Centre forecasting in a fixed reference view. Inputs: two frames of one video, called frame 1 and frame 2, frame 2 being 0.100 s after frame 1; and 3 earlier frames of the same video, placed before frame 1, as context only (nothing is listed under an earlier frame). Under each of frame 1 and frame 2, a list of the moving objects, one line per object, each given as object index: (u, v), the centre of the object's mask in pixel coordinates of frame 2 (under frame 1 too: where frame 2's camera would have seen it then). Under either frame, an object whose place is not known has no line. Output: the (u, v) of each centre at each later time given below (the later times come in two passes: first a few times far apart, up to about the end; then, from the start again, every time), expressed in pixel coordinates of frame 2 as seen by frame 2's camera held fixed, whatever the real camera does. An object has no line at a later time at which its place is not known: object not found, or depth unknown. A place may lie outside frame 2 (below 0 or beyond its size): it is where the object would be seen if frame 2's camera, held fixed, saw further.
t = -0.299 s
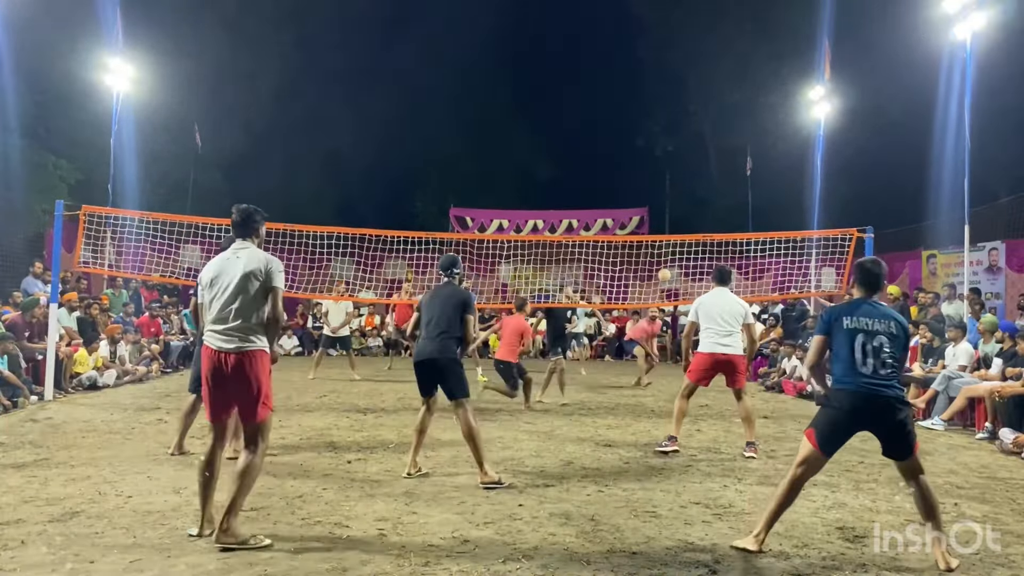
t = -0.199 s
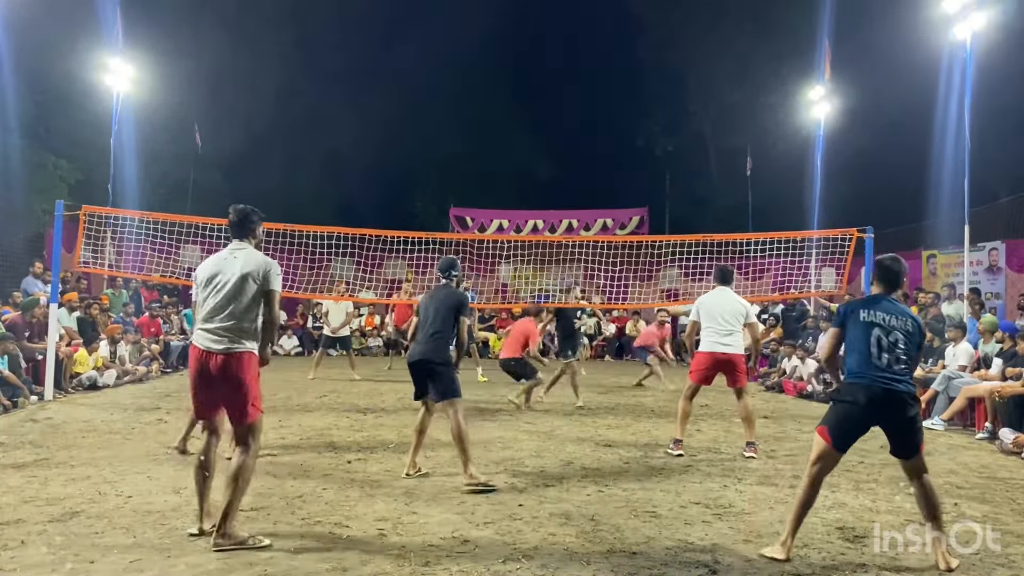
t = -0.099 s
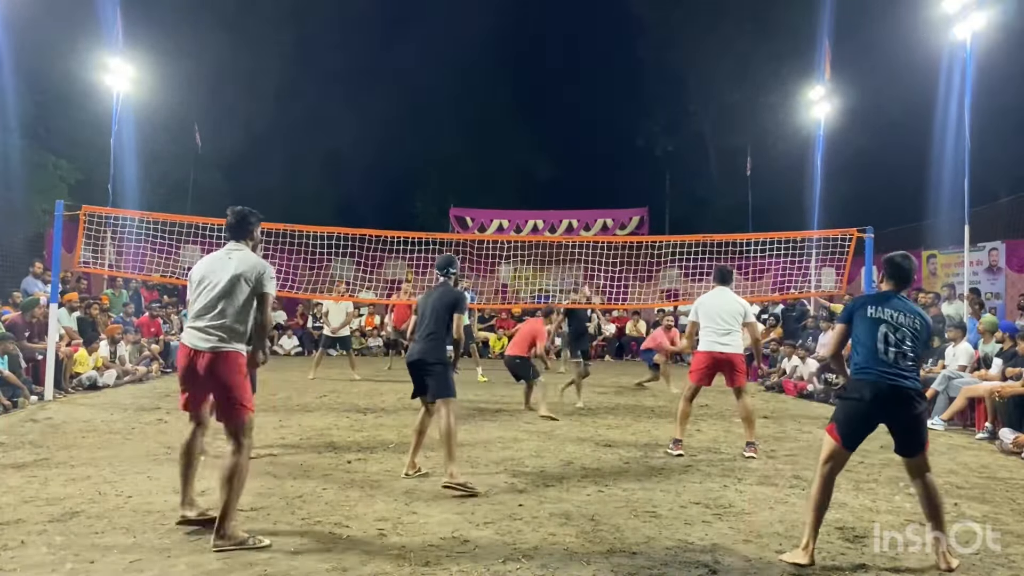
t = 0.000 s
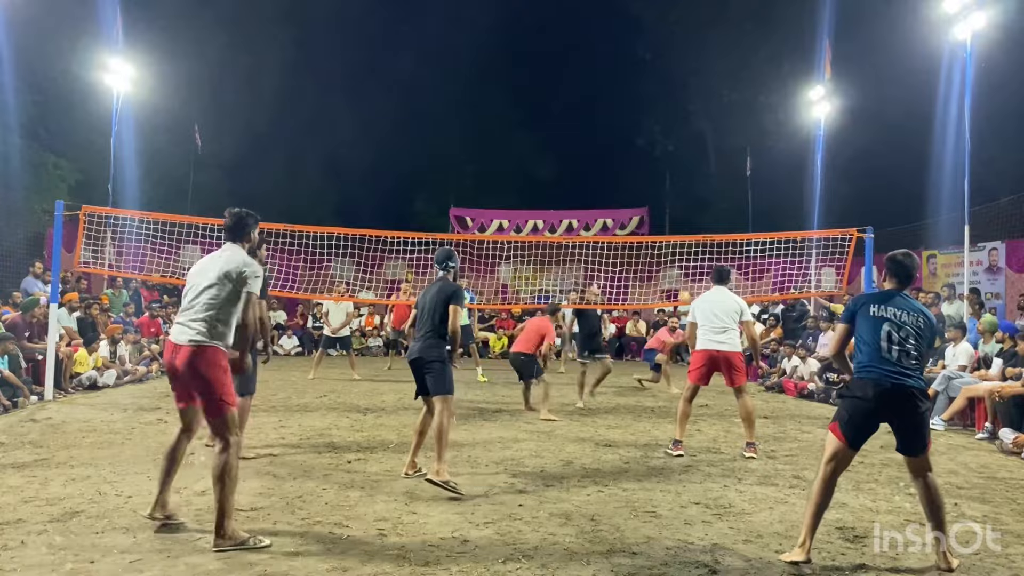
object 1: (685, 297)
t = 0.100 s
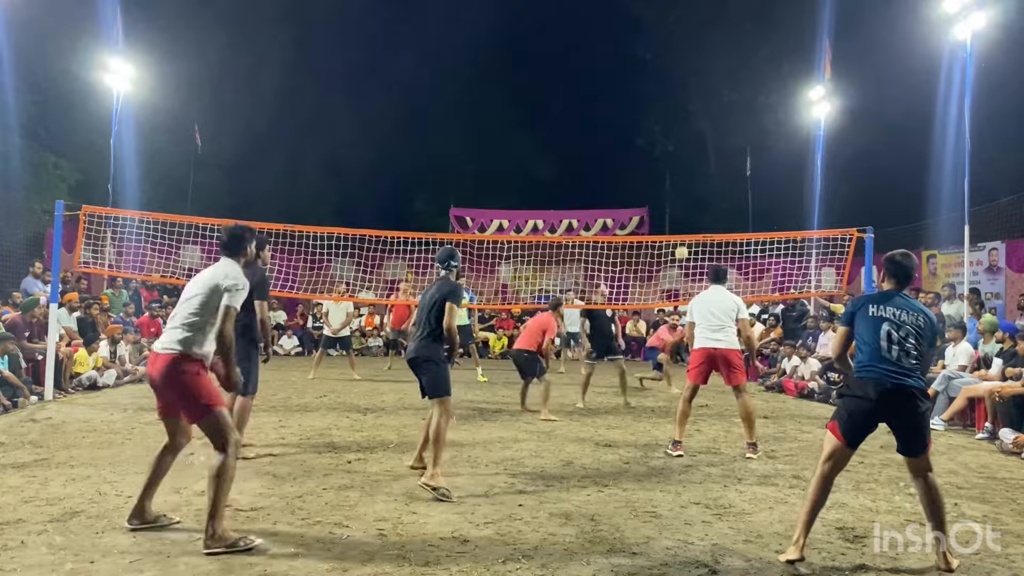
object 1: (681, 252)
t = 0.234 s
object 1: (677, 199)
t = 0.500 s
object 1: (663, 110)
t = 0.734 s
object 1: (640, 66)
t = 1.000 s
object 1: (595, 85)
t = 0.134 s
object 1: (680, 240)
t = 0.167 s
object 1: (679, 225)
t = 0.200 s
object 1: (678, 212)
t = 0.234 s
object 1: (677, 199)
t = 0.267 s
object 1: (675, 186)
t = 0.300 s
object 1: (674, 174)
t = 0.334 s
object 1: (673, 162)
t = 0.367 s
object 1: (671, 151)
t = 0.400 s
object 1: (669, 140)
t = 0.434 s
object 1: (667, 130)
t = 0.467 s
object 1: (665, 119)
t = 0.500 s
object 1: (663, 110)
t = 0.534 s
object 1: (660, 102)
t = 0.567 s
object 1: (657, 93)
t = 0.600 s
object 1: (654, 87)
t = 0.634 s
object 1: (651, 80)
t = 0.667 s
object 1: (648, 75)
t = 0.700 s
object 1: (644, 70)
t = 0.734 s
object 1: (640, 66)
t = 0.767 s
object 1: (635, 64)
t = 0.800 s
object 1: (631, 63)
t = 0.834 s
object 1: (626, 62)
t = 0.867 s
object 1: (621, 64)
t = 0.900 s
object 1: (615, 66)
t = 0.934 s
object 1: (608, 71)
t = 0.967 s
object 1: (601, 77)
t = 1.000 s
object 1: (595, 85)
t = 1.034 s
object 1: (587, 96)
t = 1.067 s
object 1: (577, 109)
